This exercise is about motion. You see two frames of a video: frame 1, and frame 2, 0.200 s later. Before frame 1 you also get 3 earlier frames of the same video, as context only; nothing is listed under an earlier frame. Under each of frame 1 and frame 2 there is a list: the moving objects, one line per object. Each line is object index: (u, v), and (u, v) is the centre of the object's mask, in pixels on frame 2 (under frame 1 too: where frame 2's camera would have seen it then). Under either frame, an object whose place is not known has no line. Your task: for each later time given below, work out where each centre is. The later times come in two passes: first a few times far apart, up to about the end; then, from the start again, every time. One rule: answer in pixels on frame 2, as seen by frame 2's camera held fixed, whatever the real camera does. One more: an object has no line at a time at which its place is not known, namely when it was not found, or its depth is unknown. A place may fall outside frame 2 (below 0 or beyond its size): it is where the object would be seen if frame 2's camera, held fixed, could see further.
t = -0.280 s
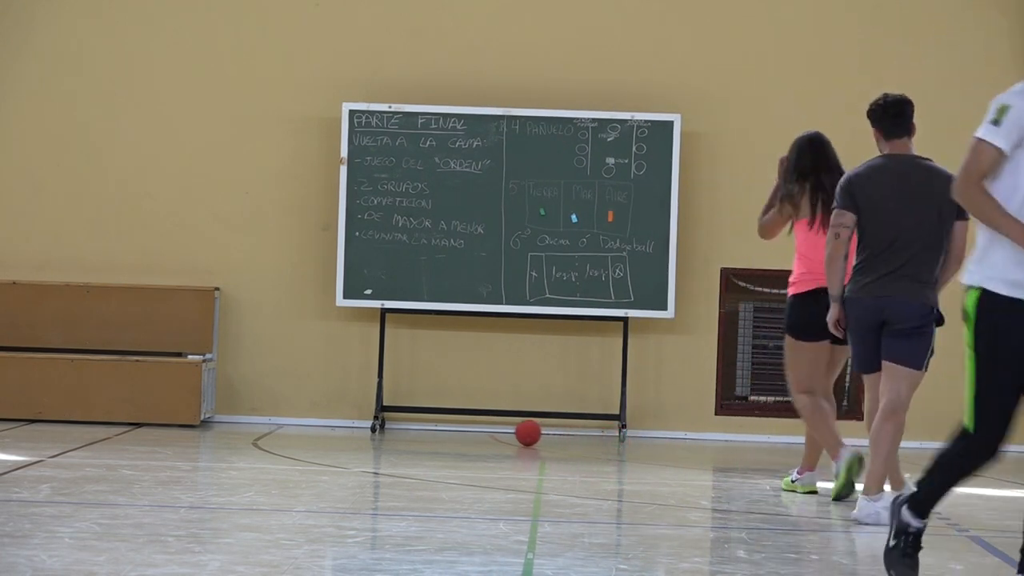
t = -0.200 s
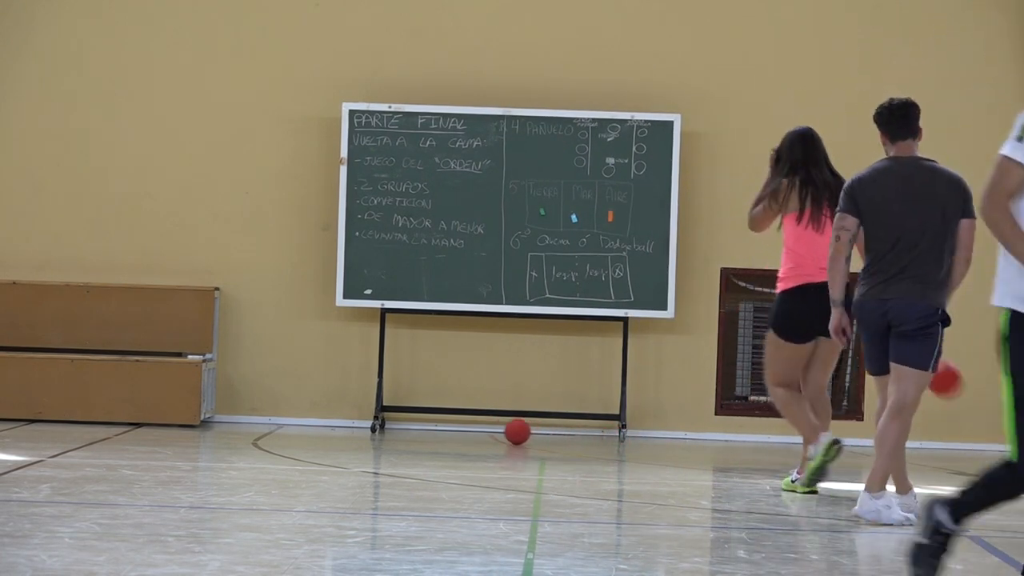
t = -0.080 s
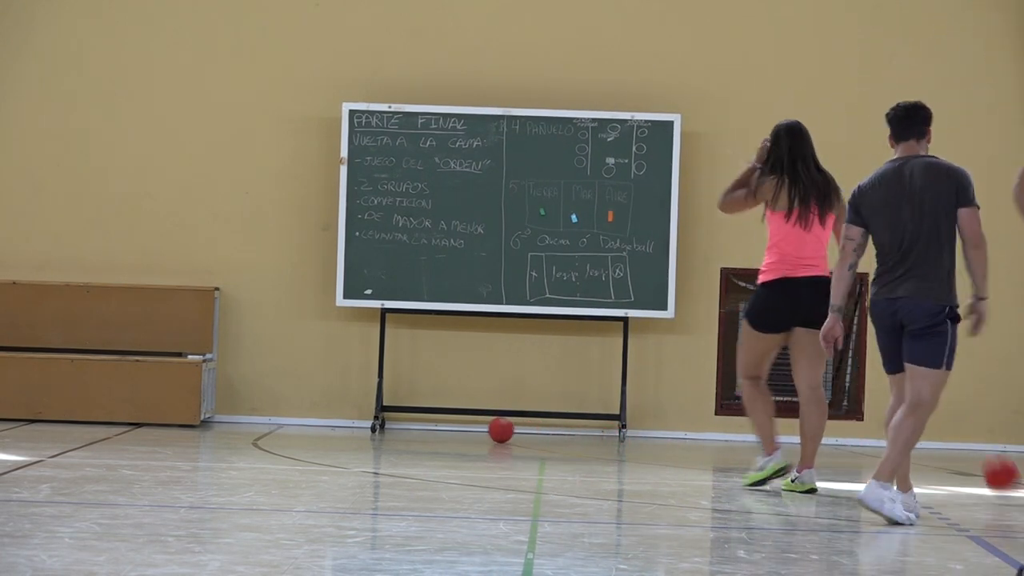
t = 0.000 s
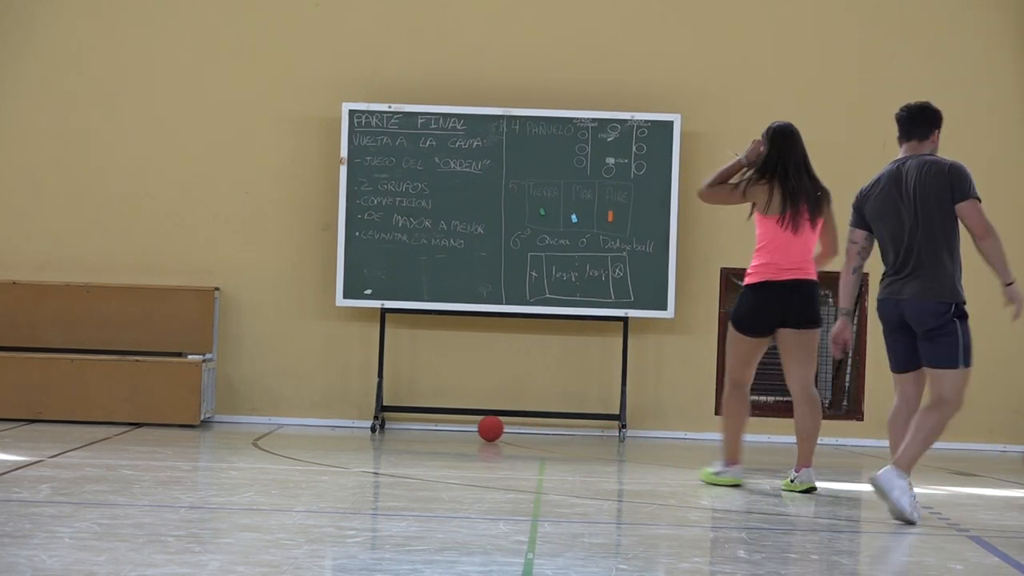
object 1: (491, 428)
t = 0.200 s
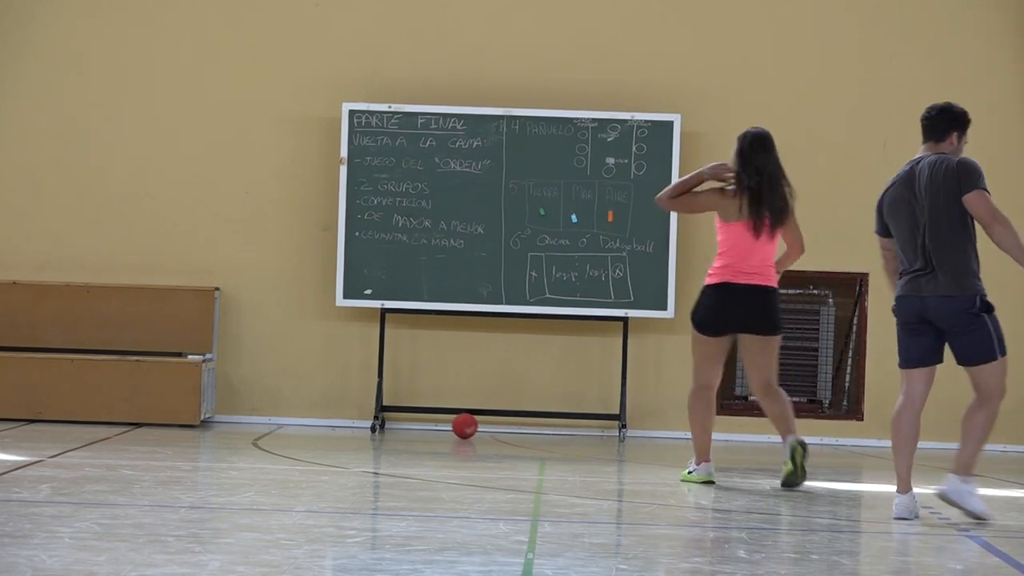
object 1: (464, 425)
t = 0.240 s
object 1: (460, 425)
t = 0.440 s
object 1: (435, 423)
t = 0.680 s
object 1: (406, 419)
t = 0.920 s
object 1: (394, 419)
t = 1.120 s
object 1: (399, 420)
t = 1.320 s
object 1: (403, 421)
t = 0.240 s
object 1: (460, 425)
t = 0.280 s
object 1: (454, 424)
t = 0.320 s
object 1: (450, 424)
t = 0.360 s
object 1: (444, 423)
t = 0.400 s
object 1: (440, 423)
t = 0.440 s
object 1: (435, 423)
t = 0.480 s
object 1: (430, 422)
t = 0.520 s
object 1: (425, 422)
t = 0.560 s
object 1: (420, 421)
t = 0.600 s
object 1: (415, 421)
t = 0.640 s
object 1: (410, 420)
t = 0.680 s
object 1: (406, 419)
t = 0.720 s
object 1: (401, 419)
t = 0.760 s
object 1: (398, 419)
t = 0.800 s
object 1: (395, 419)
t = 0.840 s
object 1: (393, 419)
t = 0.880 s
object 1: (393, 419)
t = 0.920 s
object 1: (394, 419)
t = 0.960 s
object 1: (395, 420)
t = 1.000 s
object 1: (396, 419)
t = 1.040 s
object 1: (398, 420)
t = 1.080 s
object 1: (399, 420)
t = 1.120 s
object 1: (399, 420)
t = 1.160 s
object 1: (400, 420)
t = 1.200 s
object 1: (401, 421)
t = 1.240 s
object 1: (402, 421)
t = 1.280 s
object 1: (403, 421)
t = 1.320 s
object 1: (403, 421)
